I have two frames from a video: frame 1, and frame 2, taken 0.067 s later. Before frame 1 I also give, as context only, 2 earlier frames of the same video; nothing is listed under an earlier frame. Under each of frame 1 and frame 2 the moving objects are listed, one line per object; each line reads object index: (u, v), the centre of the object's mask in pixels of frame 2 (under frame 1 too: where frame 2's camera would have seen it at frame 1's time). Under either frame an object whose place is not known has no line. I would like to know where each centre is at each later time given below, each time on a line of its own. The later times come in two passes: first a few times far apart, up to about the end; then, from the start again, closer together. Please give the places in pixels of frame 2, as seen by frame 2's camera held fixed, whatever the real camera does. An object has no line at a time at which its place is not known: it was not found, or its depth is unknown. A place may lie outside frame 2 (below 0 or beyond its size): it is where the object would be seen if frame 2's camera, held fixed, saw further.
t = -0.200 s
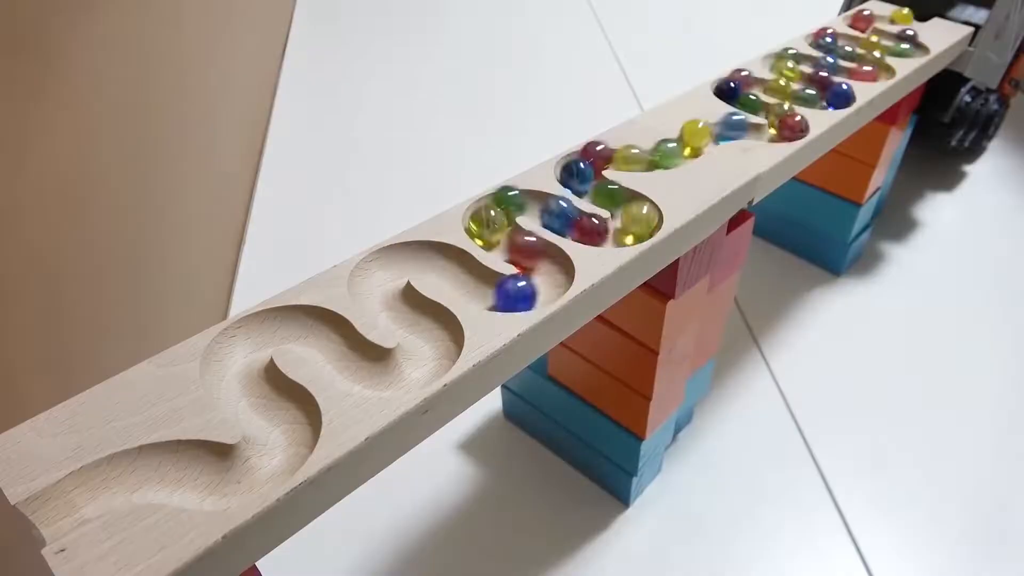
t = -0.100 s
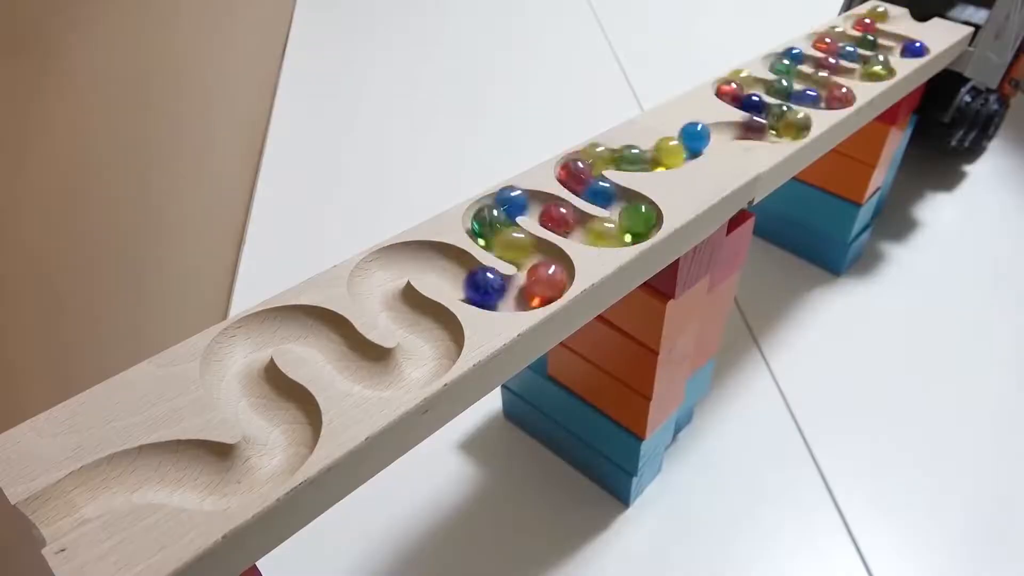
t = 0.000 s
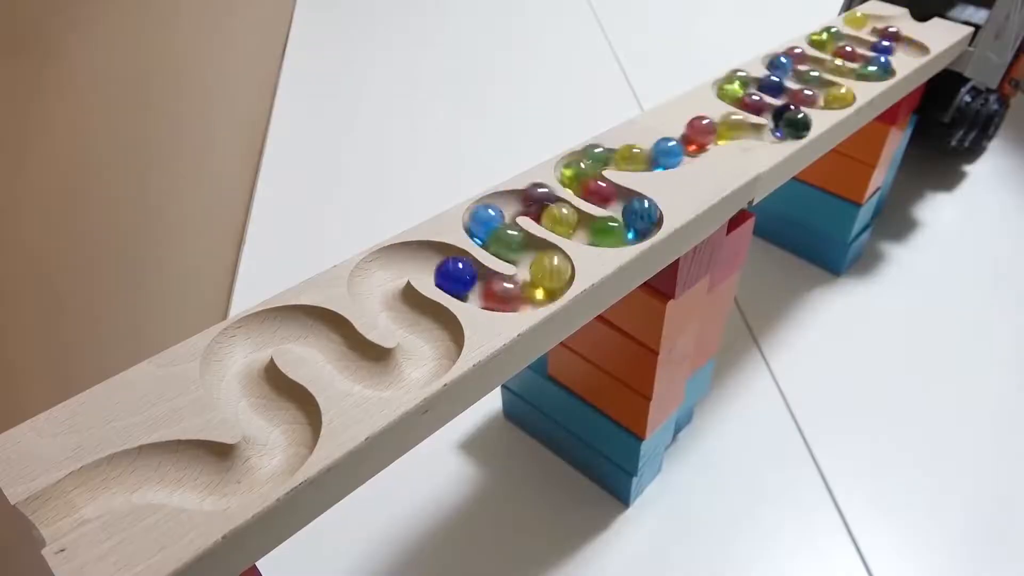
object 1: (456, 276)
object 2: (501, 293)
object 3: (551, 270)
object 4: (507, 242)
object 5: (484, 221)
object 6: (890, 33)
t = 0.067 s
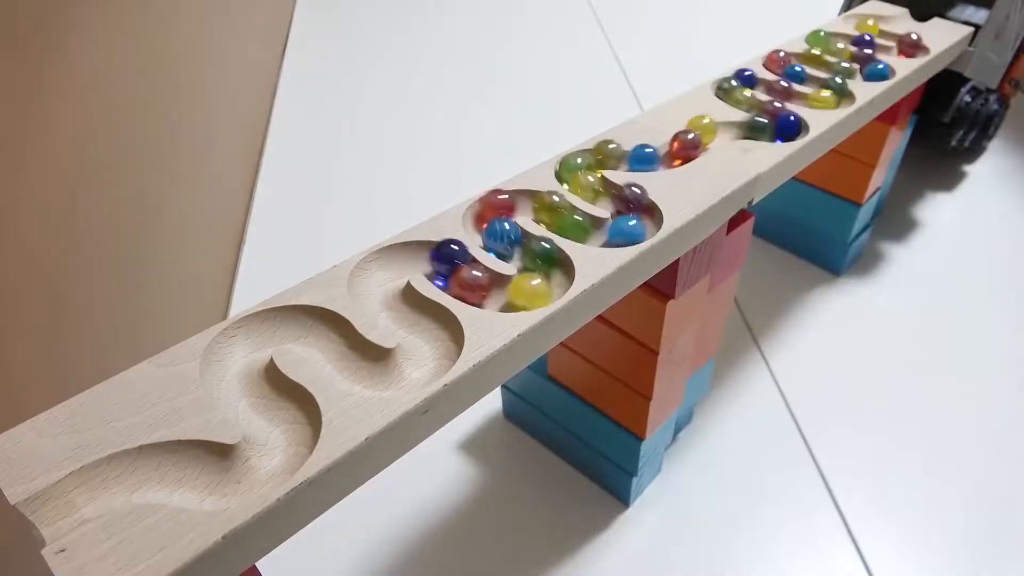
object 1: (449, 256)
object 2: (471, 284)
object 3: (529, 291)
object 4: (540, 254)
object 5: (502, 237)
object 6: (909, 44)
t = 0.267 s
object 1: (376, 294)
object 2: (415, 253)
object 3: (456, 275)
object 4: (499, 292)
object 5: (546, 278)
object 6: (870, 42)
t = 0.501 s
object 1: (419, 362)
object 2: (391, 309)
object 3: (377, 271)
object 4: (416, 256)
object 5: (453, 270)
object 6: (828, 45)
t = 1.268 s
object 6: (833, 91)
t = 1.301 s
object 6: (838, 96)
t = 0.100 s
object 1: (433, 250)
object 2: (461, 279)
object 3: (513, 294)
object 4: (552, 265)
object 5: (505, 243)
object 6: (915, 48)
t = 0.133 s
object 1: (411, 255)
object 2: (456, 274)
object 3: (499, 292)
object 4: (550, 275)
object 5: (512, 246)
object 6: (914, 49)
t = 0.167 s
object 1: (390, 258)
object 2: (452, 265)
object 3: (484, 289)
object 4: (539, 284)
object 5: (526, 250)
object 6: (905, 50)
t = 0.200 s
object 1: (381, 269)
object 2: (444, 258)
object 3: (470, 283)
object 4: (527, 292)
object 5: (542, 253)
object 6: (894, 49)
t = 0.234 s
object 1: (379, 284)
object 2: (432, 252)
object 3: (461, 279)
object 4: (514, 295)
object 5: (549, 267)
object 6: (882, 45)
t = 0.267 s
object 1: (376, 294)
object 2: (415, 253)
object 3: (456, 275)
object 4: (499, 292)
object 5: (546, 278)
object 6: (870, 42)
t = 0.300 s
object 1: (383, 302)
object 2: (397, 261)
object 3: (451, 269)
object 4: (481, 288)
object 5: (538, 288)
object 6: (860, 39)
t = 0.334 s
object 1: (402, 308)
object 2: (381, 266)
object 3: (442, 262)
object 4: (465, 282)
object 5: (522, 293)
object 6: (849, 35)
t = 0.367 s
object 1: (416, 314)
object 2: (374, 273)
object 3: (430, 256)
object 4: (458, 277)
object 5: (501, 293)
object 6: (833, 37)
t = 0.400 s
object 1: (428, 324)
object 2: (380, 284)
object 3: (419, 257)
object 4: (453, 265)
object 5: (482, 289)
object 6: (824, 39)
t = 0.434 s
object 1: (436, 340)
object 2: (384, 295)
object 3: (408, 258)
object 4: (445, 255)
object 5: (465, 282)
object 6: (818, 38)
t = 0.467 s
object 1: (435, 349)
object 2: (385, 304)
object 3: (392, 259)
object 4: (429, 253)
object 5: (457, 276)
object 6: (821, 41)
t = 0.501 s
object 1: (419, 362)
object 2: (391, 309)
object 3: (377, 271)
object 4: (416, 256)
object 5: (453, 270)
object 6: (828, 45)
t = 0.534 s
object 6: (835, 49)
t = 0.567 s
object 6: (843, 52)
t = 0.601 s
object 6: (855, 55)
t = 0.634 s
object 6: (868, 61)
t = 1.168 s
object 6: (799, 75)
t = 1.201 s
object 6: (809, 78)
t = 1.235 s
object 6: (824, 84)
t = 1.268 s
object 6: (833, 91)
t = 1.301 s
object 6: (838, 96)
